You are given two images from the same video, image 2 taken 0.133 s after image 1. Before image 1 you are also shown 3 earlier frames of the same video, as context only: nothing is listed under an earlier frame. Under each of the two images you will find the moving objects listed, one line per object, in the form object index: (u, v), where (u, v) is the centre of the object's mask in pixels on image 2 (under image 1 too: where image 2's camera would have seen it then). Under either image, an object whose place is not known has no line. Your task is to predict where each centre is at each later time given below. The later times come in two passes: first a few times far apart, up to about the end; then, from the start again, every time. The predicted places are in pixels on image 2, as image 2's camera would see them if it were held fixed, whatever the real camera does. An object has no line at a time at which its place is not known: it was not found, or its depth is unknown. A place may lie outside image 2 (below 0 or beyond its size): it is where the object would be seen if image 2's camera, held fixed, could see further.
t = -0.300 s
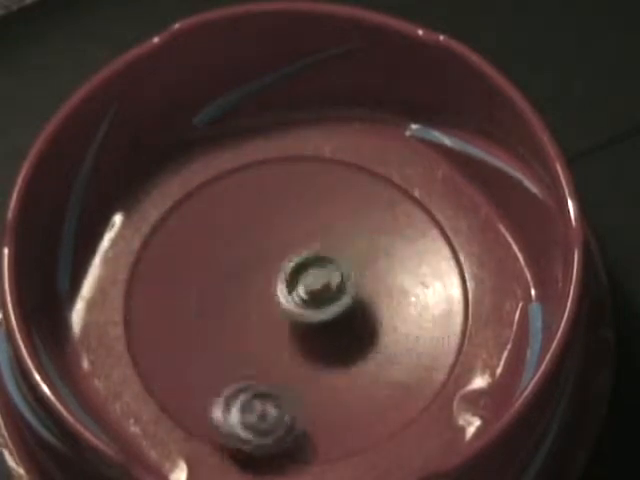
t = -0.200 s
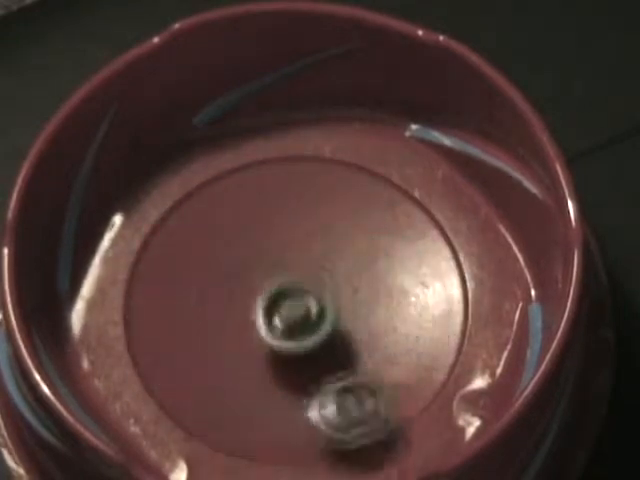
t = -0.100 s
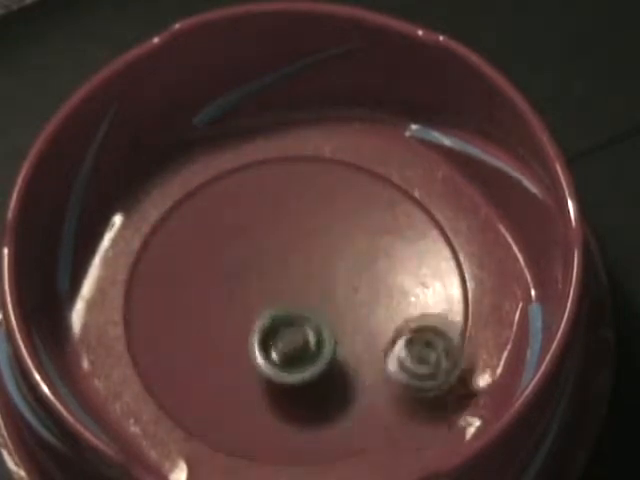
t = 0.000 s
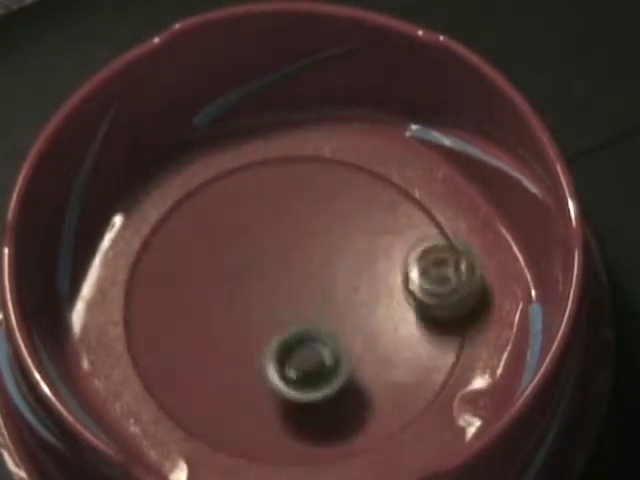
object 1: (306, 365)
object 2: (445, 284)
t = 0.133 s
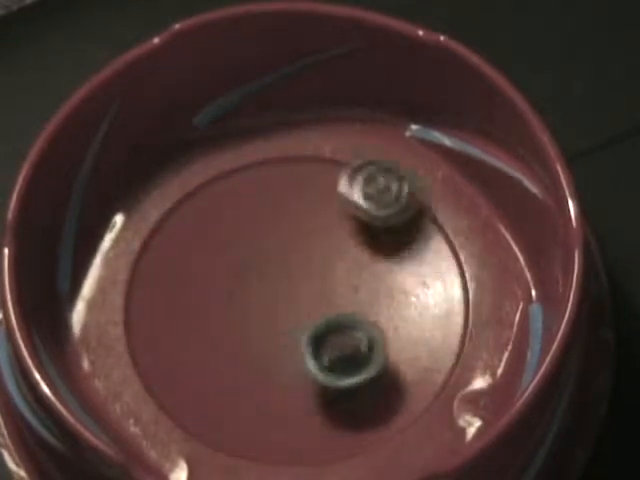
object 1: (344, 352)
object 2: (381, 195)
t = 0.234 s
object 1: (341, 317)
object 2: (297, 176)
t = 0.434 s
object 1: (263, 267)
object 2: (168, 269)
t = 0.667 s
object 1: (204, 303)
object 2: (259, 414)
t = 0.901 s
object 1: (277, 335)
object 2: (425, 324)
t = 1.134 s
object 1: (328, 294)
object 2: (349, 183)
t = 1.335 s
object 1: (308, 335)
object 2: (216, 194)
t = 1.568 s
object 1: (333, 309)
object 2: (218, 352)
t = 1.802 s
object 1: (282, 287)
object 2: (389, 360)
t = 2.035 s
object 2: (413, 244)
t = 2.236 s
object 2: (291, 220)
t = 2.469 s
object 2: (250, 292)
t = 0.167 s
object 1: (346, 341)
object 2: (353, 183)
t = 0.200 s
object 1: (345, 329)
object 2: (325, 176)
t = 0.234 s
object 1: (341, 317)
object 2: (297, 176)
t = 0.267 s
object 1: (334, 305)
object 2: (268, 180)
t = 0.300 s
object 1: (324, 296)
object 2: (242, 189)
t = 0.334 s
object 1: (310, 287)
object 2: (217, 204)
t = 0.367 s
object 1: (296, 280)
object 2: (196, 223)
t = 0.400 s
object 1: (277, 272)
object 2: (179, 243)
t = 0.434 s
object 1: (263, 267)
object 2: (168, 269)
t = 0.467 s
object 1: (250, 267)
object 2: (166, 292)
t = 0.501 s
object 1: (238, 269)
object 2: (165, 322)
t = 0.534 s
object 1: (229, 273)
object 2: (173, 347)
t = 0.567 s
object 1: (219, 278)
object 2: (187, 369)
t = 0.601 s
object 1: (211, 286)
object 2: (207, 388)
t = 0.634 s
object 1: (206, 294)
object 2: (232, 402)
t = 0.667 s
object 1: (204, 303)
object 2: (259, 414)
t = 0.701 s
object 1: (205, 313)
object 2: (290, 417)
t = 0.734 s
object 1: (209, 323)
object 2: (322, 414)
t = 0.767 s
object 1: (216, 330)
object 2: (351, 408)
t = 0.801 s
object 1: (225, 335)
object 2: (378, 391)
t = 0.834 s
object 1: (240, 338)
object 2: (400, 371)
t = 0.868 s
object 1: (259, 338)
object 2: (415, 348)
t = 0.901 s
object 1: (277, 335)
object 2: (425, 324)
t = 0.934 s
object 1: (296, 328)
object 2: (429, 306)
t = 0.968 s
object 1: (309, 319)
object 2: (427, 284)
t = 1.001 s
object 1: (321, 309)
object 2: (419, 264)
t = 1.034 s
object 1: (332, 296)
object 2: (406, 243)
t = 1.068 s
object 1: (338, 282)
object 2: (388, 224)
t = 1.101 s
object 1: (339, 277)
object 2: (368, 203)
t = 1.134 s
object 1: (328, 294)
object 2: (349, 183)
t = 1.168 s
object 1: (317, 308)
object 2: (333, 169)
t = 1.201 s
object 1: (309, 318)
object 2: (313, 162)
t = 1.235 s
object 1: (302, 326)
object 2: (291, 161)
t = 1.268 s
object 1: (300, 330)
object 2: (263, 158)
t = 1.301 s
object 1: (302, 334)
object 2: (235, 172)
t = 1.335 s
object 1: (308, 335)
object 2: (216, 194)
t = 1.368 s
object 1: (314, 336)
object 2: (199, 218)
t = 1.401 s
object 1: (320, 334)
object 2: (189, 238)
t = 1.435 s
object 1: (327, 332)
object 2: (183, 262)
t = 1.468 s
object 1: (332, 327)
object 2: (184, 287)
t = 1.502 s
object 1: (335, 322)
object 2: (190, 310)
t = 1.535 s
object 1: (335, 315)
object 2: (202, 332)
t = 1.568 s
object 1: (333, 309)
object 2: (218, 352)
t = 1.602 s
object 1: (329, 302)
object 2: (238, 366)
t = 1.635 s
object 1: (322, 296)
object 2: (263, 374)
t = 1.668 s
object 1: (314, 292)
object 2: (290, 381)
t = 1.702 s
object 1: (306, 289)
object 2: (317, 381)
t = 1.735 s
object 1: (297, 288)
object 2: (340, 380)
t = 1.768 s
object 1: (290, 287)
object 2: (368, 371)
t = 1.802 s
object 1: (282, 287)
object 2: (389, 360)
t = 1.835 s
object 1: (275, 290)
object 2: (408, 343)
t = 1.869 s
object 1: (268, 292)
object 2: (422, 324)
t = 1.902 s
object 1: (264, 296)
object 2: (429, 308)
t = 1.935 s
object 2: (429, 286)
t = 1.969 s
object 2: (431, 276)
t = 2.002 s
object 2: (424, 259)
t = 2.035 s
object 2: (413, 244)
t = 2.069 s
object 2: (397, 232)
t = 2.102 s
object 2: (376, 212)
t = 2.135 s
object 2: (354, 206)
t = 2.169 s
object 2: (331, 206)
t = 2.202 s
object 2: (312, 212)
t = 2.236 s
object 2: (291, 220)
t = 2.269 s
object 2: (276, 233)
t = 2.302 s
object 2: (258, 245)
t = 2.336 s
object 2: (250, 260)
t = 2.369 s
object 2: (243, 277)
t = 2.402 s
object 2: (245, 288)
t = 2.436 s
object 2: (249, 295)
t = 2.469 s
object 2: (250, 292)
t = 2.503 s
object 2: (253, 292)
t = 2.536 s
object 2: (260, 295)
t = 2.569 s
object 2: (269, 301)
